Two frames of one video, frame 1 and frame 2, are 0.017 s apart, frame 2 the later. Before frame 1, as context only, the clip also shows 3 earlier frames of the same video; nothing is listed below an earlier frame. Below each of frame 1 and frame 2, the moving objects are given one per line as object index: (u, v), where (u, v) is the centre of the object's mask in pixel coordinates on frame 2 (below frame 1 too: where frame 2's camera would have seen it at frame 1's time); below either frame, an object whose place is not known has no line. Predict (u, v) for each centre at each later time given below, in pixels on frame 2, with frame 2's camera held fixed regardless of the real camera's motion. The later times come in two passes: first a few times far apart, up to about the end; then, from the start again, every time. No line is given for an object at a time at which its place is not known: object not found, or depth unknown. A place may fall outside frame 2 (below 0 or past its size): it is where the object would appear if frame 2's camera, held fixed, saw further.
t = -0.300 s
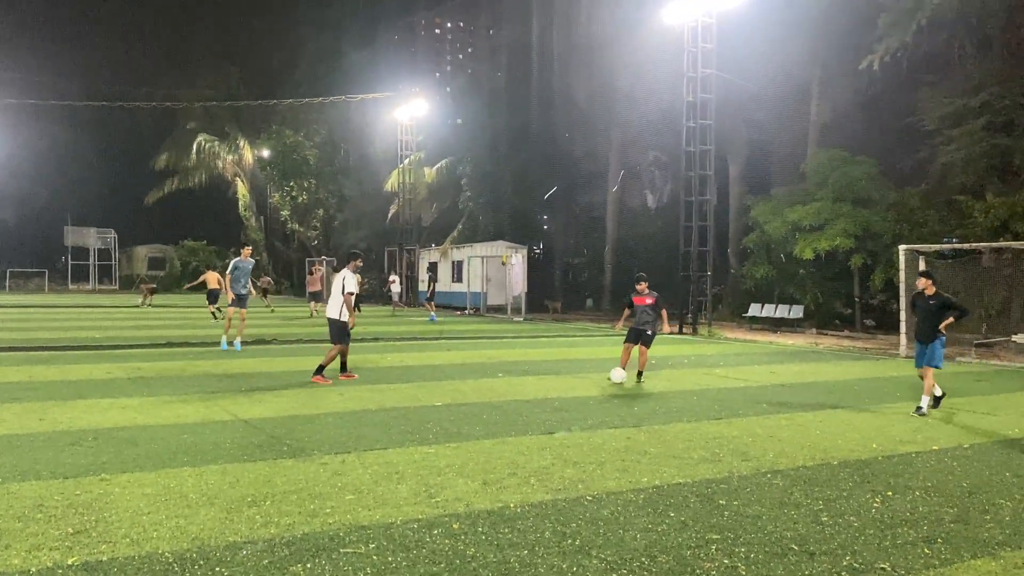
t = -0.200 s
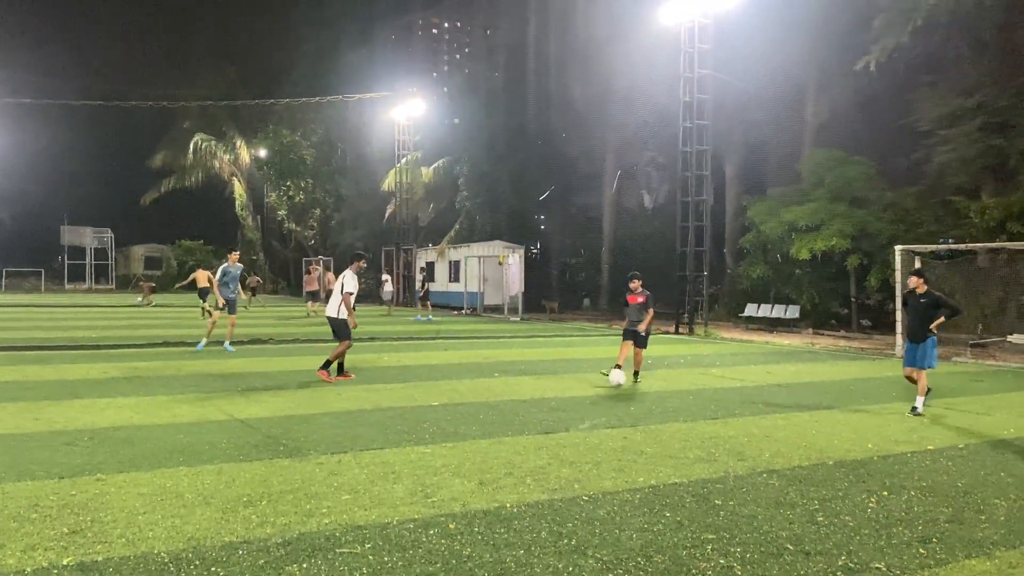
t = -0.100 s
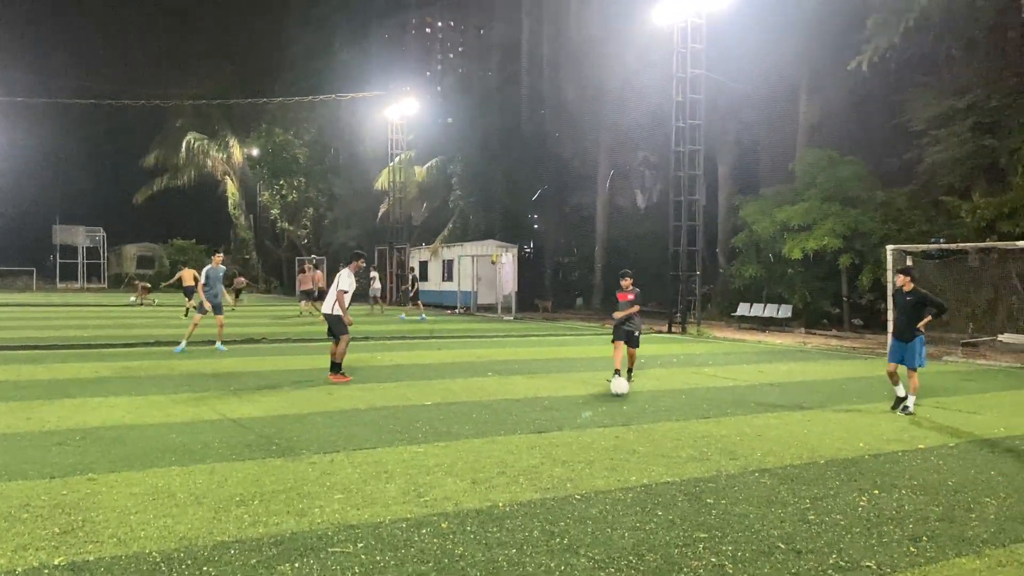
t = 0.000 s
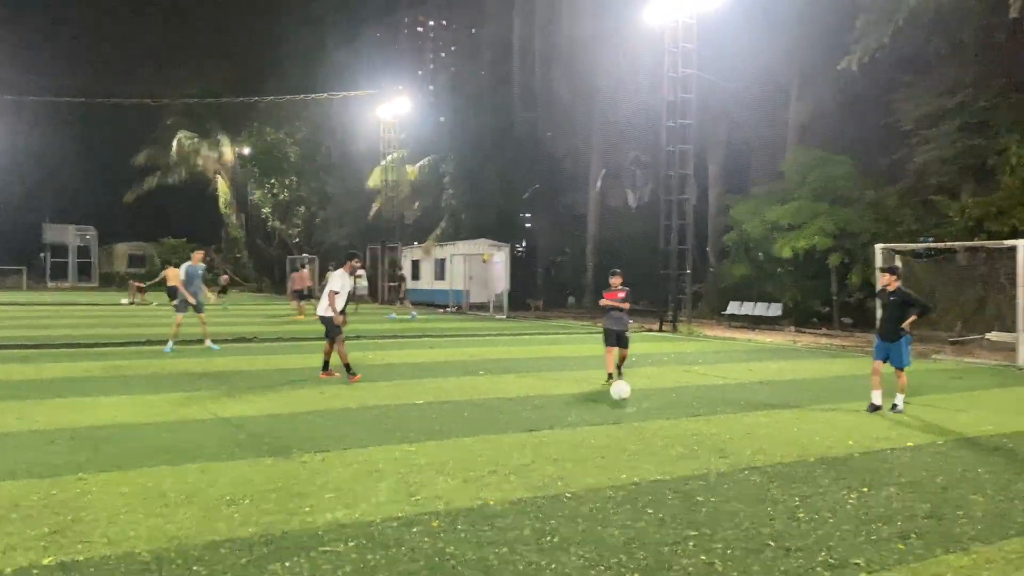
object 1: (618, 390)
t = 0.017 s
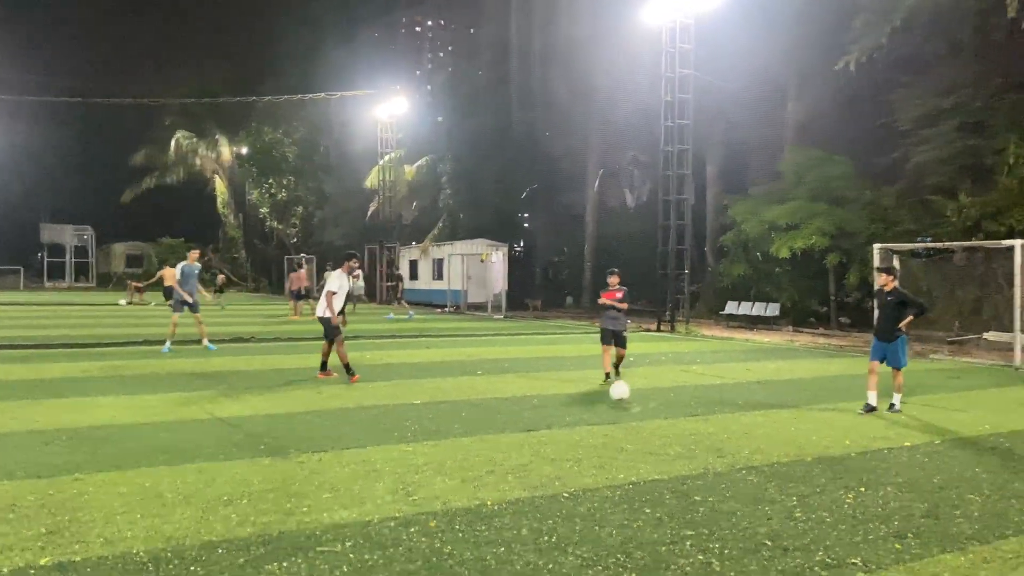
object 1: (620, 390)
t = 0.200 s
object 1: (638, 408)
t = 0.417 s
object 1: (663, 429)
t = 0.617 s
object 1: (690, 452)
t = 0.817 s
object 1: (729, 491)
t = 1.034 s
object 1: (790, 540)
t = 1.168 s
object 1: (841, 580)
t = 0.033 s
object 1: (621, 391)
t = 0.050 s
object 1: (623, 393)
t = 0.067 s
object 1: (624, 394)
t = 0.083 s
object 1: (626, 397)
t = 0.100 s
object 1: (627, 399)
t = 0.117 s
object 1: (629, 402)
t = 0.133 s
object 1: (631, 405)
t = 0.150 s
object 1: (633, 407)
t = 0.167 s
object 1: (634, 407)
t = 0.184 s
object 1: (636, 408)
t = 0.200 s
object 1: (638, 408)
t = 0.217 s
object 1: (640, 409)
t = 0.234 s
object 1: (641, 410)
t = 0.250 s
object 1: (643, 412)
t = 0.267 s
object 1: (645, 414)
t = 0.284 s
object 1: (647, 417)
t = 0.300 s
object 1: (648, 420)
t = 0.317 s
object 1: (650, 422)
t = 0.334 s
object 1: (652, 423)
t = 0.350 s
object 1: (654, 423)
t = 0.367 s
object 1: (656, 424)
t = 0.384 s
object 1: (658, 425)
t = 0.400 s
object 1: (660, 427)
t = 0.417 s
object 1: (663, 429)
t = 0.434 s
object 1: (665, 431)
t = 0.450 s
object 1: (666, 433)
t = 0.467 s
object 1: (669, 436)
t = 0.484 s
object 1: (671, 439)
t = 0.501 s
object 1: (674, 441)
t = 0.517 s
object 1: (676, 441)
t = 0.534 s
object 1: (678, 443)
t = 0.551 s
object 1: (680, 444)
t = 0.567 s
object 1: (683, 445)
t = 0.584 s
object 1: (685, 447)
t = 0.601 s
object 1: (688, 449)
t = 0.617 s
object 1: (690, 452)
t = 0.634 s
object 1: (693, 456)
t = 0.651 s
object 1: (696, 461)
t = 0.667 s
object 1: (699, 464)
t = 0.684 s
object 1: (702, 467)
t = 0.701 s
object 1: (705, 468)
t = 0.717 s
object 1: (708, 470)
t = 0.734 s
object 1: (711, 473)
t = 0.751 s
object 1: (714, 475)
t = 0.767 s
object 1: (718, 479)
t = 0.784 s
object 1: (722, 483)
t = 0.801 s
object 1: (725, 487)
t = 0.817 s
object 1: (729, 491)
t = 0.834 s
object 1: (733, 494)
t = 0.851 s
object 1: (737, 496)
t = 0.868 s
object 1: (741, 498)
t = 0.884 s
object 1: (745, 502)
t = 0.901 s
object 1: (749, 507)
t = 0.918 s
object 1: (754, 511)
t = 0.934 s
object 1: (759, 516)
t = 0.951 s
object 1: (764, 519)
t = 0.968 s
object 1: (769, 523)
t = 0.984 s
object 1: (773, 527)
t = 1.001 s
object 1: (778, 530)
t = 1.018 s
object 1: (784, 536)
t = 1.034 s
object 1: (790, 540)
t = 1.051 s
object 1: (795, 544)
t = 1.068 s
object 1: (801, 545)
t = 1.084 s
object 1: (807, 549)
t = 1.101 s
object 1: (813, 554)
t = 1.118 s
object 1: (820, 559)
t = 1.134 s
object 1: (826, 565)
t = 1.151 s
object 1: (833, 572)
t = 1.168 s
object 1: (841, 580)
